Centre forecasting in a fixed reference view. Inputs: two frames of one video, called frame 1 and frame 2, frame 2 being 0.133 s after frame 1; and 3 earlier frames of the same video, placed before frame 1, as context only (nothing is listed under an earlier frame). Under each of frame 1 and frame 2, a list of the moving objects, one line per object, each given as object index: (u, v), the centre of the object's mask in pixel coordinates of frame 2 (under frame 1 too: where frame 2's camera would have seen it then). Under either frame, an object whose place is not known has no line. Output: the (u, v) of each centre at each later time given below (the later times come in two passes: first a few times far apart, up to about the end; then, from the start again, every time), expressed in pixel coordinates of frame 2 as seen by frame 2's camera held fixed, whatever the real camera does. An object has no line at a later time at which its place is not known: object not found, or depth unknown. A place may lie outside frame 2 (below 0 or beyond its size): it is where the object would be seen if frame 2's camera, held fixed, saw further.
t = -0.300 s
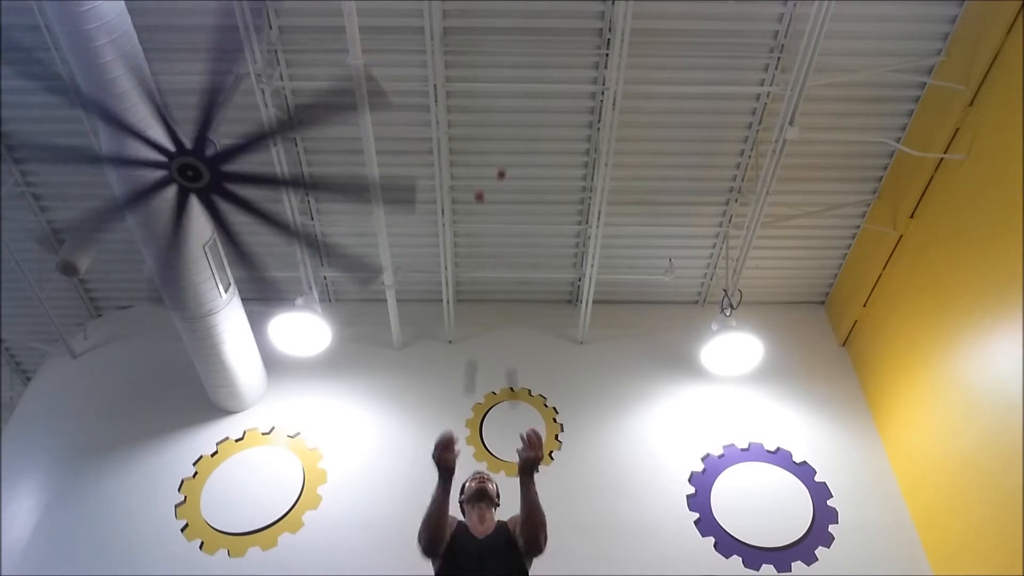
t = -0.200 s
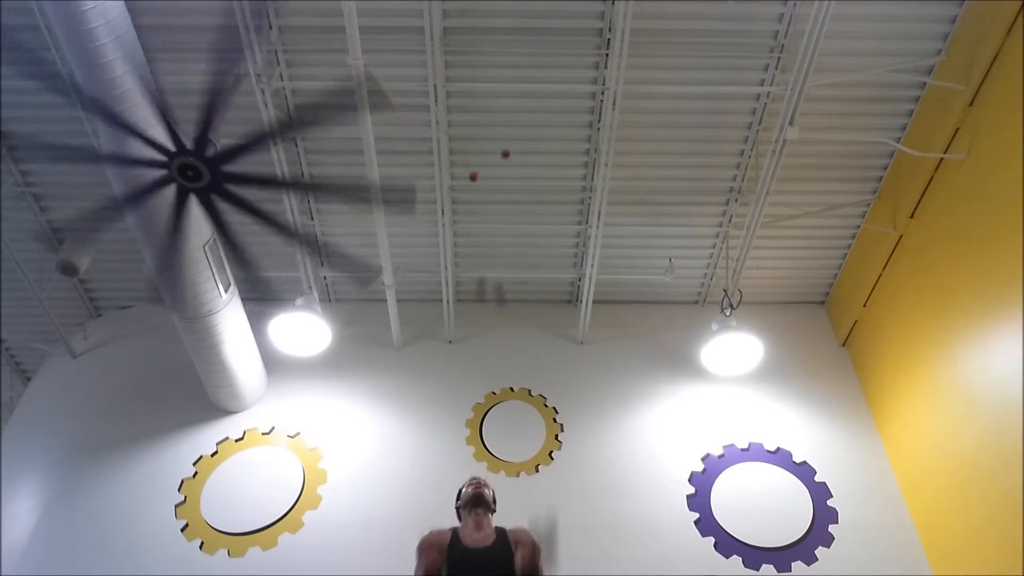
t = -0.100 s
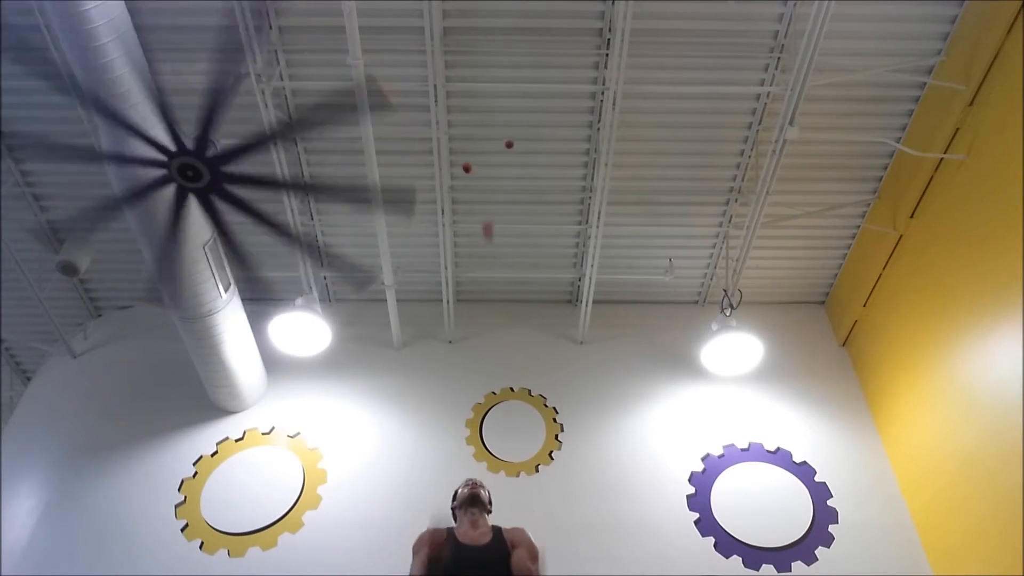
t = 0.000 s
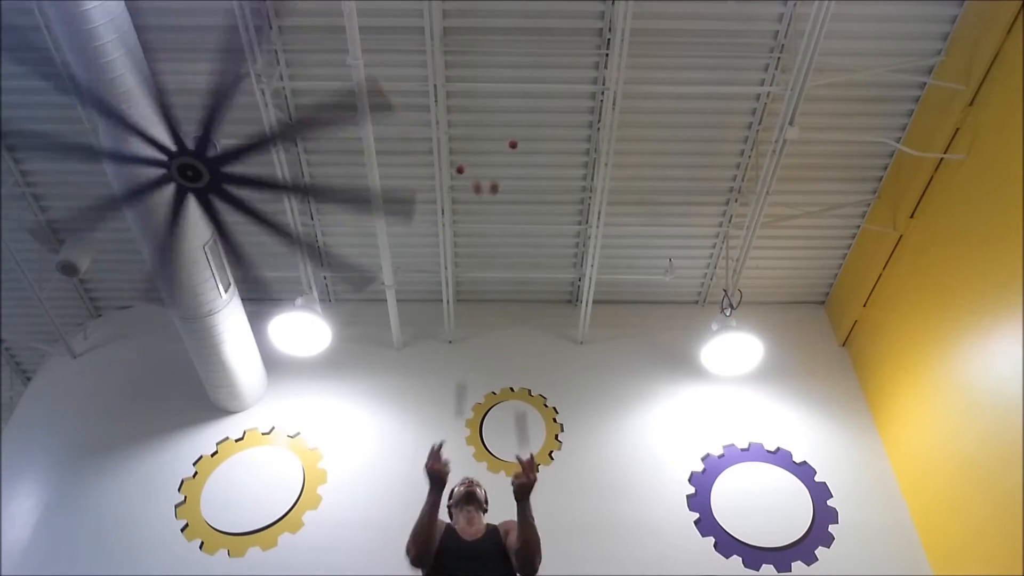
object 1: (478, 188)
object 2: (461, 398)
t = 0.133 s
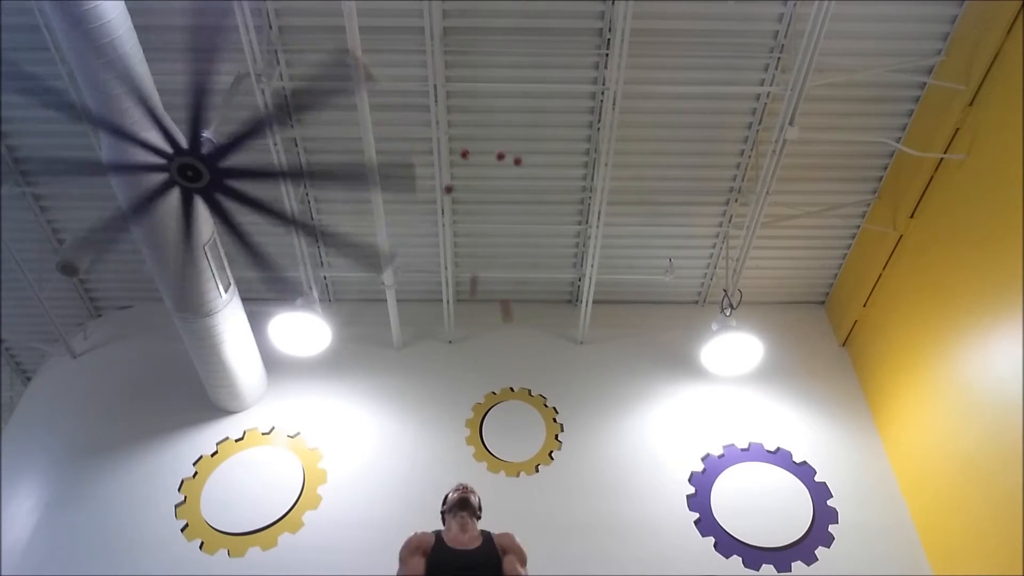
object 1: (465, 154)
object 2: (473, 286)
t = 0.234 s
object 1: (453, 141)
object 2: (480, 230)
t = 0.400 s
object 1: (434, 144)
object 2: (489, 179)
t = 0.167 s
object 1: (461, 149)
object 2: (476, 263)
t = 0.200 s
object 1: (457, 144)
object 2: (479, 246)
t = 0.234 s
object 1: (453, 141)
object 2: (480, 230)
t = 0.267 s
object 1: (450, 140)
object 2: (482, 217)
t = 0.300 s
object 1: (446, 139)
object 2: (484, 205)
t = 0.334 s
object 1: (442, 140)
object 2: (486, 195)
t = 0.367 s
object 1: (438, 141)
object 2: (488, 187)
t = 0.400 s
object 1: (434, 144)
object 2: (489, 179)
